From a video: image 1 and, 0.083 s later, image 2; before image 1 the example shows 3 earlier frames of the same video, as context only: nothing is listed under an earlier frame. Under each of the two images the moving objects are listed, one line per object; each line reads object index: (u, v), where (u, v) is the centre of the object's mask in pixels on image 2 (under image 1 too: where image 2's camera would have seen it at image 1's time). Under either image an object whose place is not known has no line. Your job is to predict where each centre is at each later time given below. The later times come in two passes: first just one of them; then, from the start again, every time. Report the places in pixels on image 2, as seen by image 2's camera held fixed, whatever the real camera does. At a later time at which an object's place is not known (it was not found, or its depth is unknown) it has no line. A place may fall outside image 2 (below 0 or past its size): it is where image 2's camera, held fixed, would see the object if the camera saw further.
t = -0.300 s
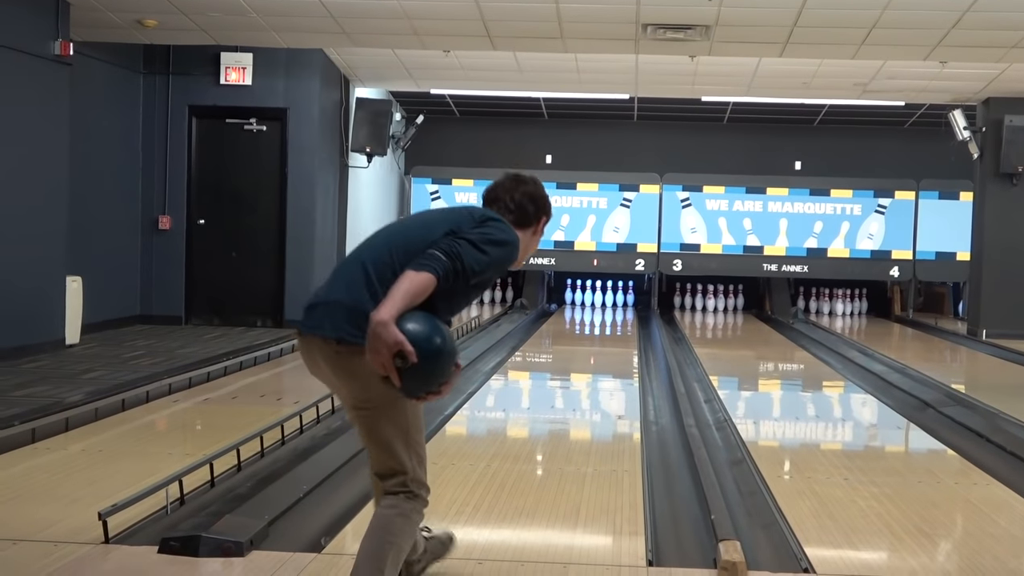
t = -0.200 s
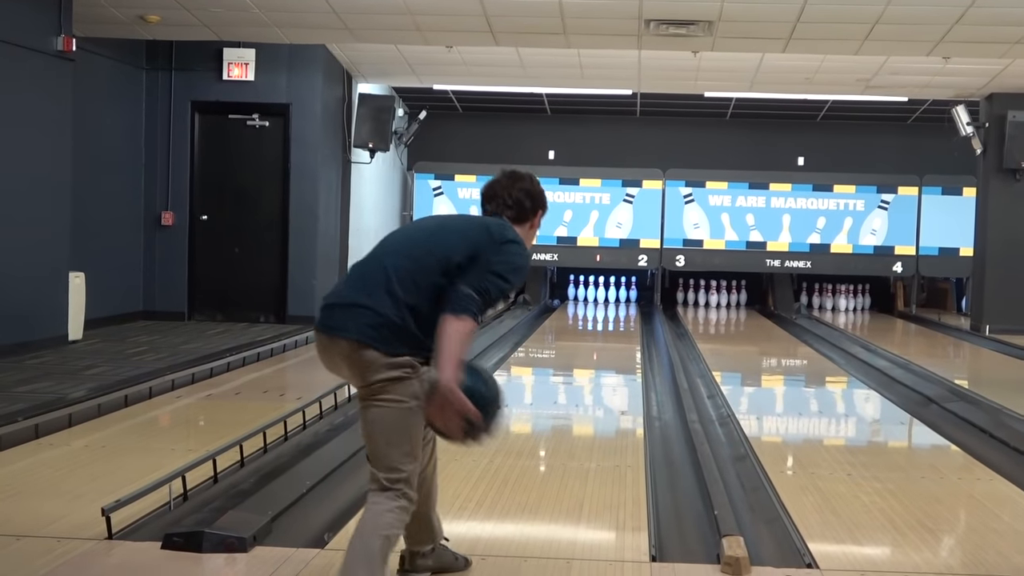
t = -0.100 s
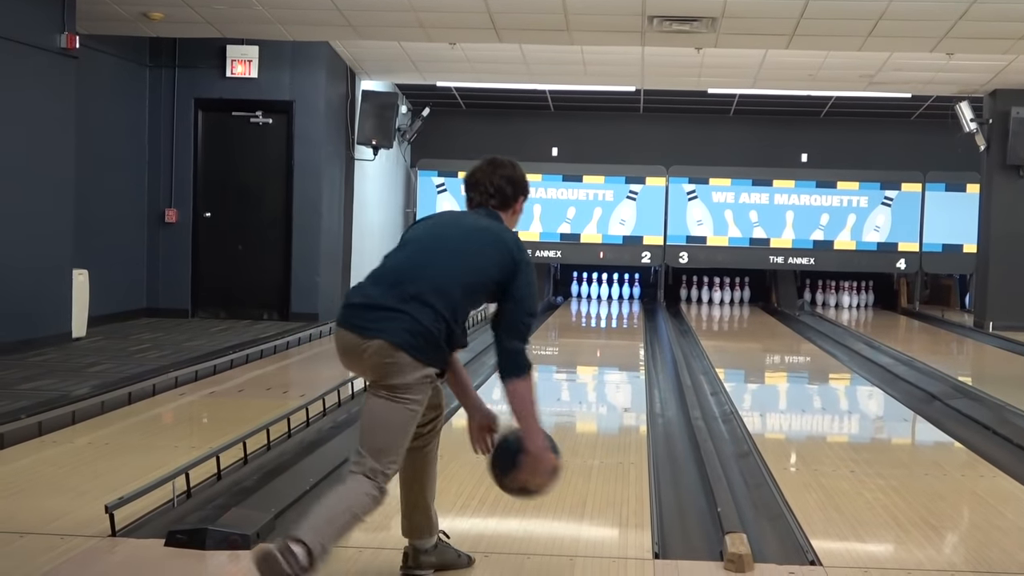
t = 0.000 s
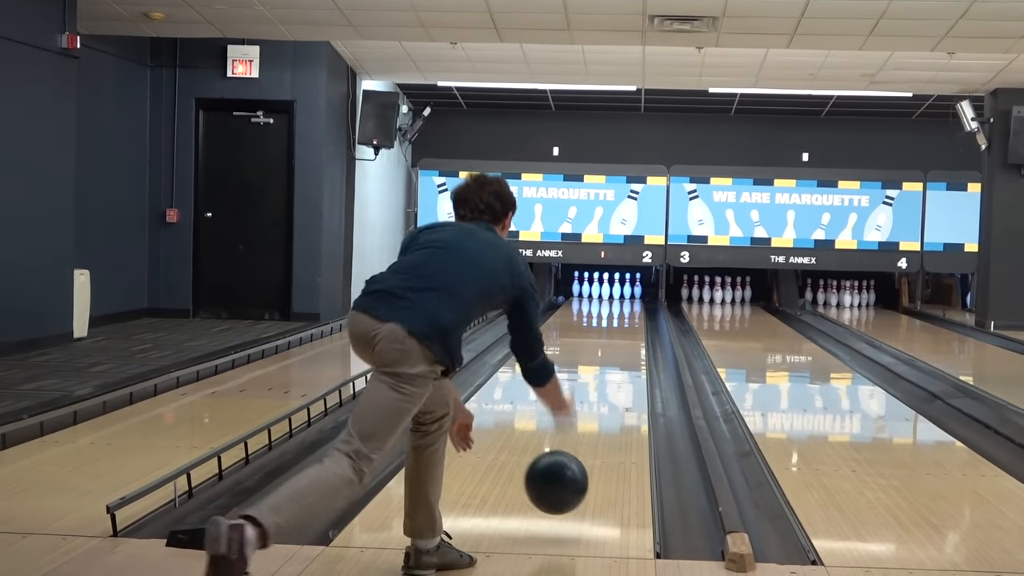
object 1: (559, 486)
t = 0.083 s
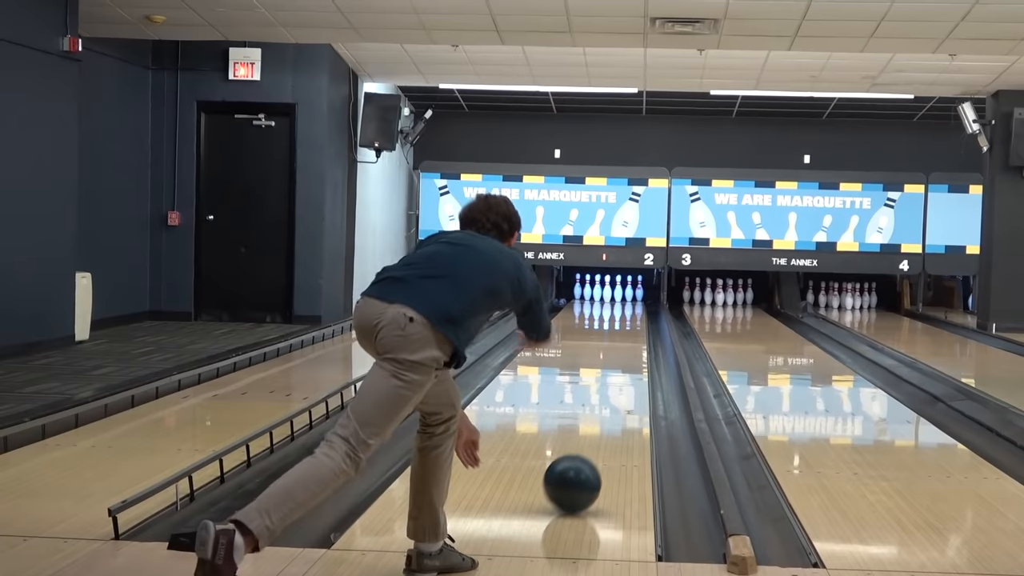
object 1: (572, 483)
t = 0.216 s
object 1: (589, 452)
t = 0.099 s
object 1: (574, 479)
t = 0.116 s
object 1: (577, 475)
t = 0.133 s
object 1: (579, 471)
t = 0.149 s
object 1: (581, 467)
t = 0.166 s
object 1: (584, 463)
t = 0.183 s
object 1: (585, 459)
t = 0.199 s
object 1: (588, 455)
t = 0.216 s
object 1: (589, 452)
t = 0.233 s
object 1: (591, 448)
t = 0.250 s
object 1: (593, 445)
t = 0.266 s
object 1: (595, 442)
